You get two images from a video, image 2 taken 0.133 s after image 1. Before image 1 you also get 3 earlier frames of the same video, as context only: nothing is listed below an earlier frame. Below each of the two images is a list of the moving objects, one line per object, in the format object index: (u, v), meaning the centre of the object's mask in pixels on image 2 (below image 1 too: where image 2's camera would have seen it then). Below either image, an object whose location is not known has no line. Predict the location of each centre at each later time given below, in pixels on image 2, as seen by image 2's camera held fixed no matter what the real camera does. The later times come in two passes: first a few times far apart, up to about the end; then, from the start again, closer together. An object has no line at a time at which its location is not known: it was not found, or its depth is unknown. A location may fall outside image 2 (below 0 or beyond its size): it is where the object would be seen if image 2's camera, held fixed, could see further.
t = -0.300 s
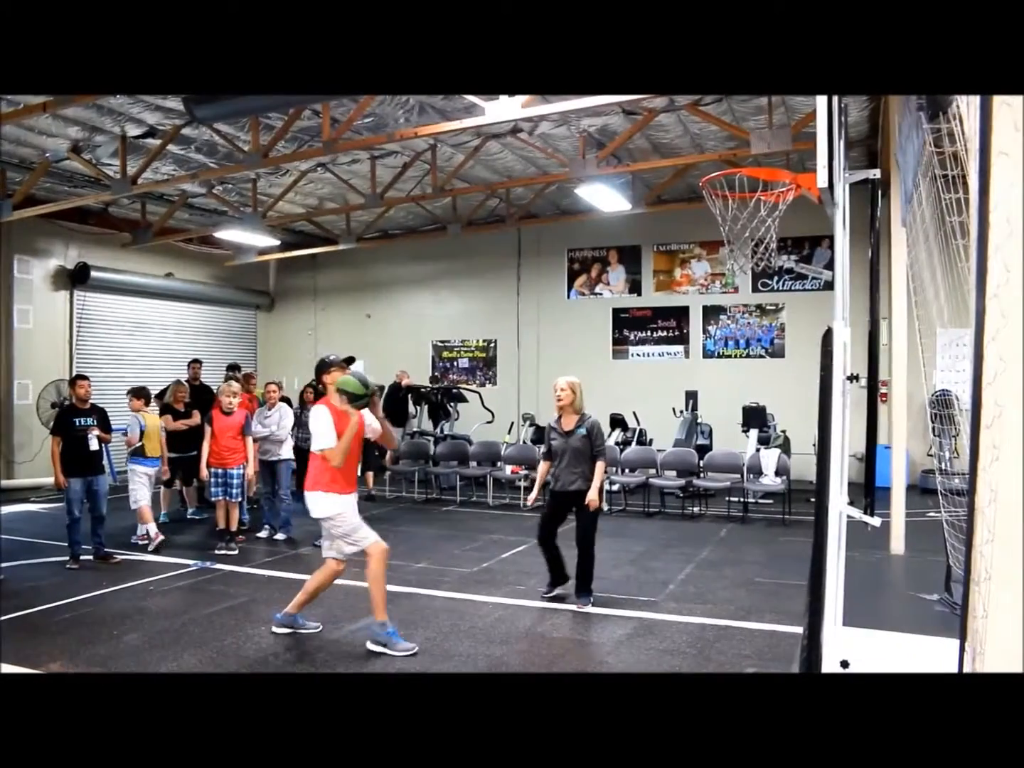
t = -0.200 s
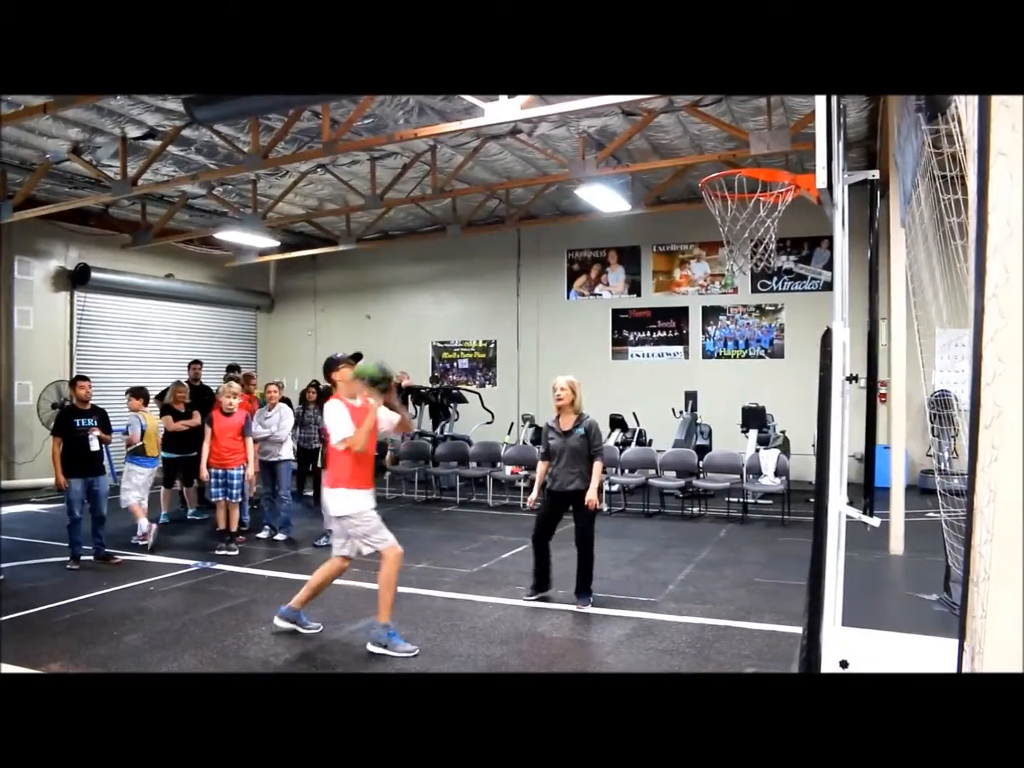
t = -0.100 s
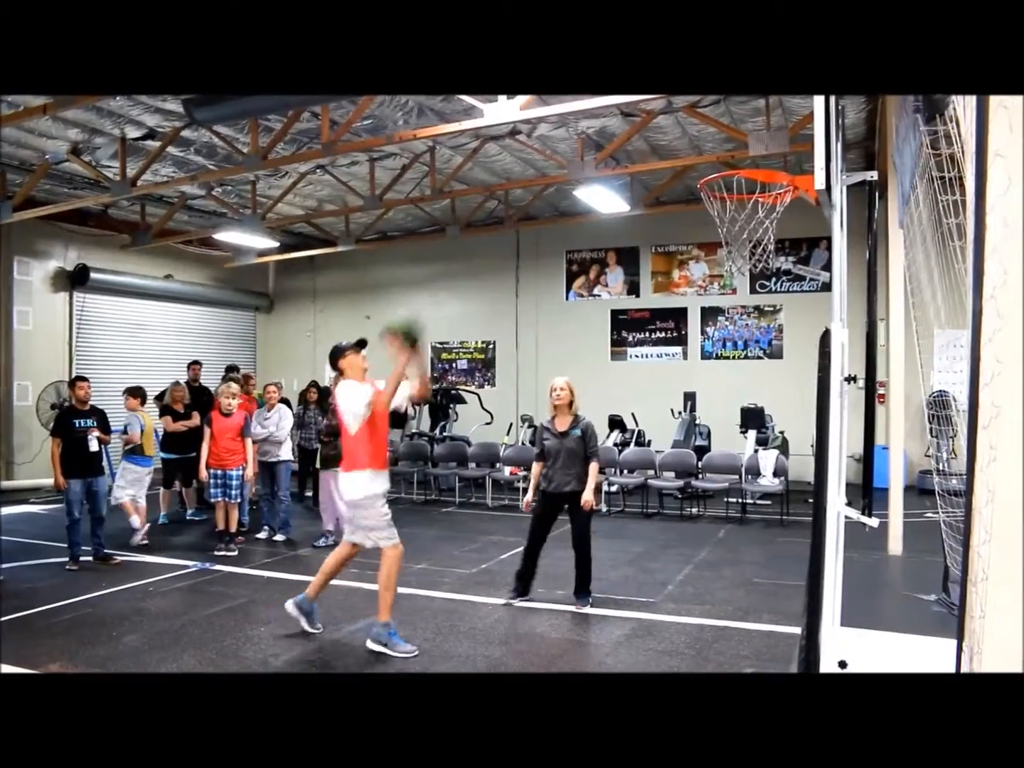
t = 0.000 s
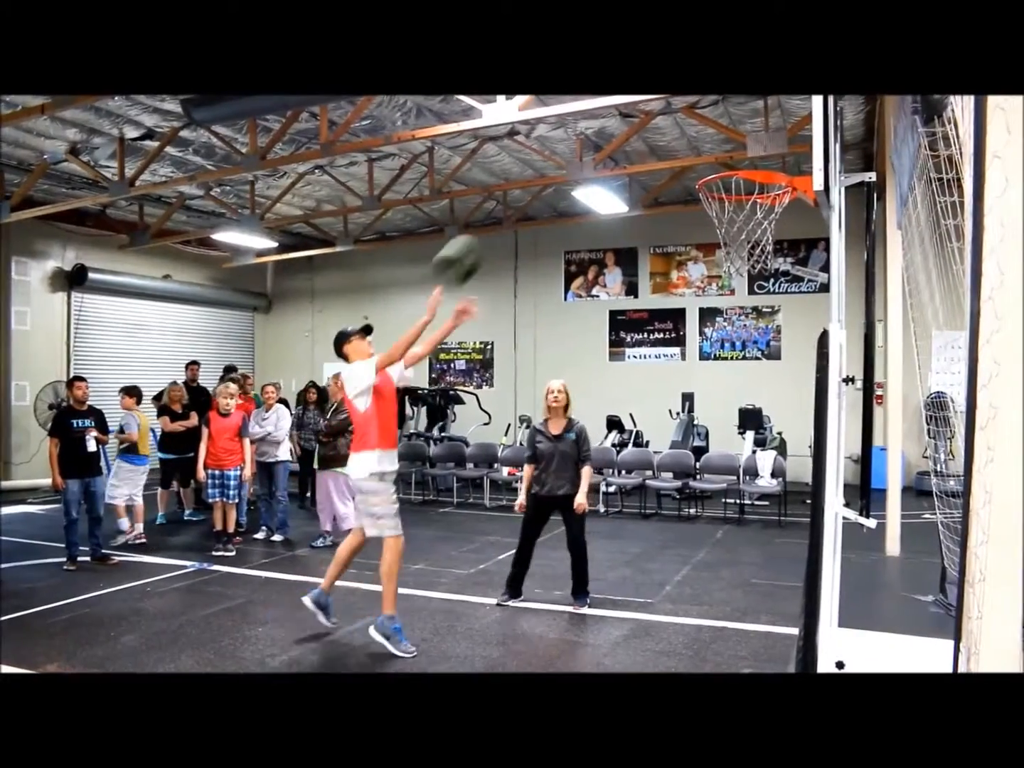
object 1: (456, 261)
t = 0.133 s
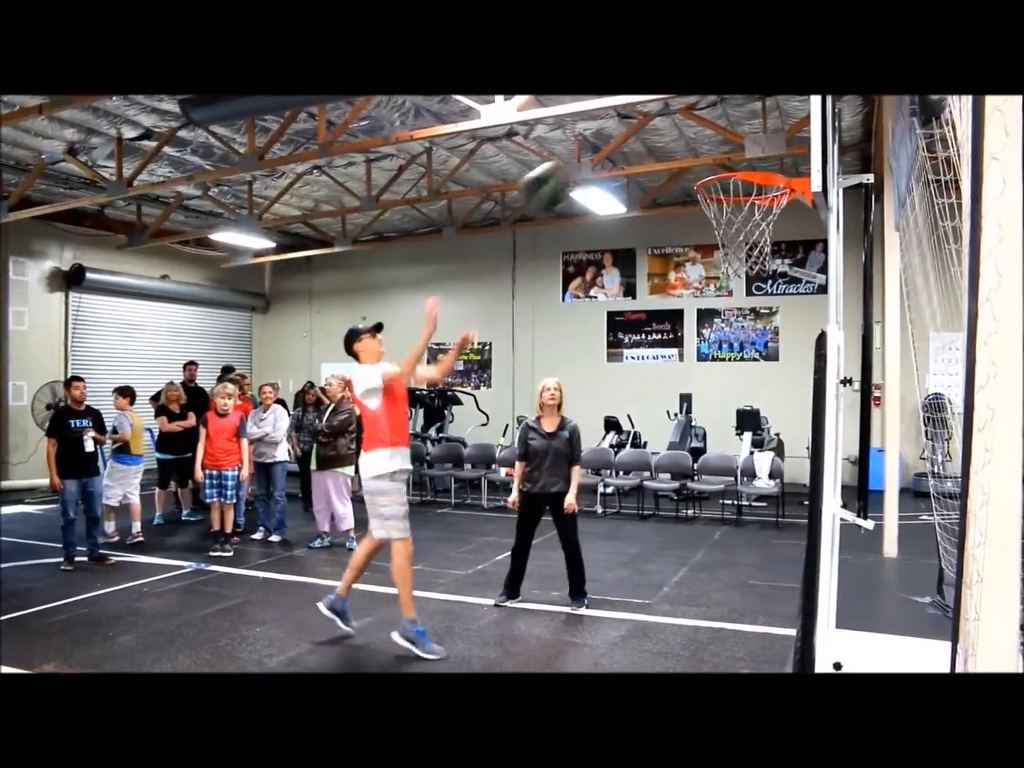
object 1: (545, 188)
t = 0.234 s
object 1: (615, 149)
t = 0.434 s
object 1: (762, 125)
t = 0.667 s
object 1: (710, 164)
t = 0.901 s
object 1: (639, 193)
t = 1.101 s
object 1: (578, 291)
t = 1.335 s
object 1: (506, 501)
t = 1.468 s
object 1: (466, 641)
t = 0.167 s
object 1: (567, 173)
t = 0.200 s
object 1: (590, 160)
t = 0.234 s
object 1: (615, 149)
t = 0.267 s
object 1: (637, 141)
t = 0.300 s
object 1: (661, 133)
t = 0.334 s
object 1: (685, 128)
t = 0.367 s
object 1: (710, 125)
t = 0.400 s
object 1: (736, 123)
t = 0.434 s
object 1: (762, 125)
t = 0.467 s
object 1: (787, 129)
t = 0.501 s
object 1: (789, 135)
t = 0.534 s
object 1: (774, 142)
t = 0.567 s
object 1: (760, 150)
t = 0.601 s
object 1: (737, 159)
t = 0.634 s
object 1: (720, 165)
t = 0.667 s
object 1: (710, 164)
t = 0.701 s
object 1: (699, 164)
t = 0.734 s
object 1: (691, 166)
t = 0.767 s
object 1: (679, 169)
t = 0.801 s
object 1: (670, 172)
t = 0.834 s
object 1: (659, 177)
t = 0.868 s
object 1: (648, 184)
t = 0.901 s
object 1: (639, 193)
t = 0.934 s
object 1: (630, 206)
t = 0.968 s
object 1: (618, 225)
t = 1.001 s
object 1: (608, 234)
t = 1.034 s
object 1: (596, 250)
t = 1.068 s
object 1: (585, 271)
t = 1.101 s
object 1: (578, 291)
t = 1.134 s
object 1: (569, 320)
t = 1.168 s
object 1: (558, 340)
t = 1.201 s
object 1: (548, 365)
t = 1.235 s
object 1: (536, 397)
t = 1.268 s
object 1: (525, 433)
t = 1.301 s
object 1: (519, 466)
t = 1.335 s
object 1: (506, 501)
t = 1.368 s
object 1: (496, 535)
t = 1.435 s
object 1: (477, 622)
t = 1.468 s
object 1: (466, 641)
